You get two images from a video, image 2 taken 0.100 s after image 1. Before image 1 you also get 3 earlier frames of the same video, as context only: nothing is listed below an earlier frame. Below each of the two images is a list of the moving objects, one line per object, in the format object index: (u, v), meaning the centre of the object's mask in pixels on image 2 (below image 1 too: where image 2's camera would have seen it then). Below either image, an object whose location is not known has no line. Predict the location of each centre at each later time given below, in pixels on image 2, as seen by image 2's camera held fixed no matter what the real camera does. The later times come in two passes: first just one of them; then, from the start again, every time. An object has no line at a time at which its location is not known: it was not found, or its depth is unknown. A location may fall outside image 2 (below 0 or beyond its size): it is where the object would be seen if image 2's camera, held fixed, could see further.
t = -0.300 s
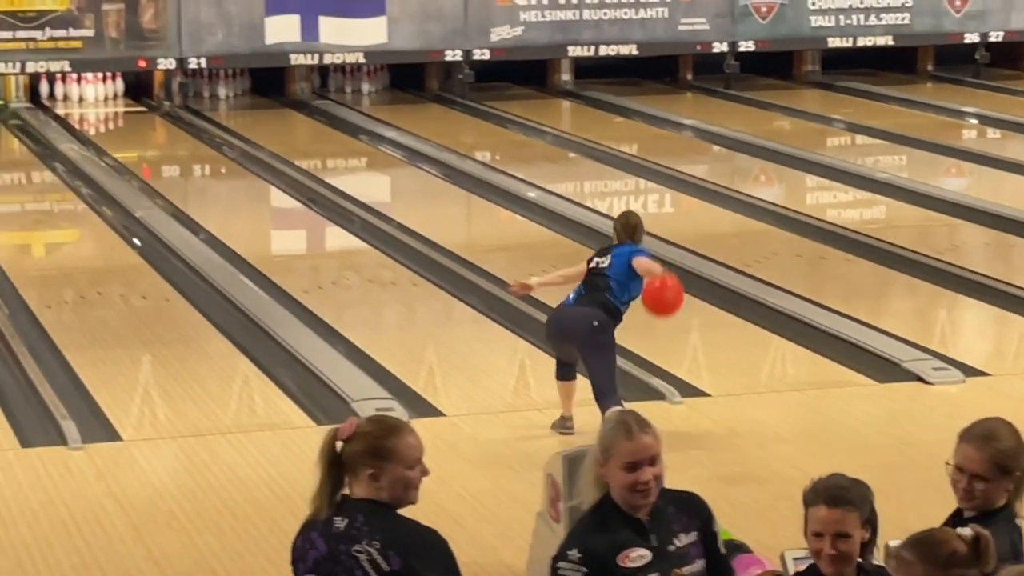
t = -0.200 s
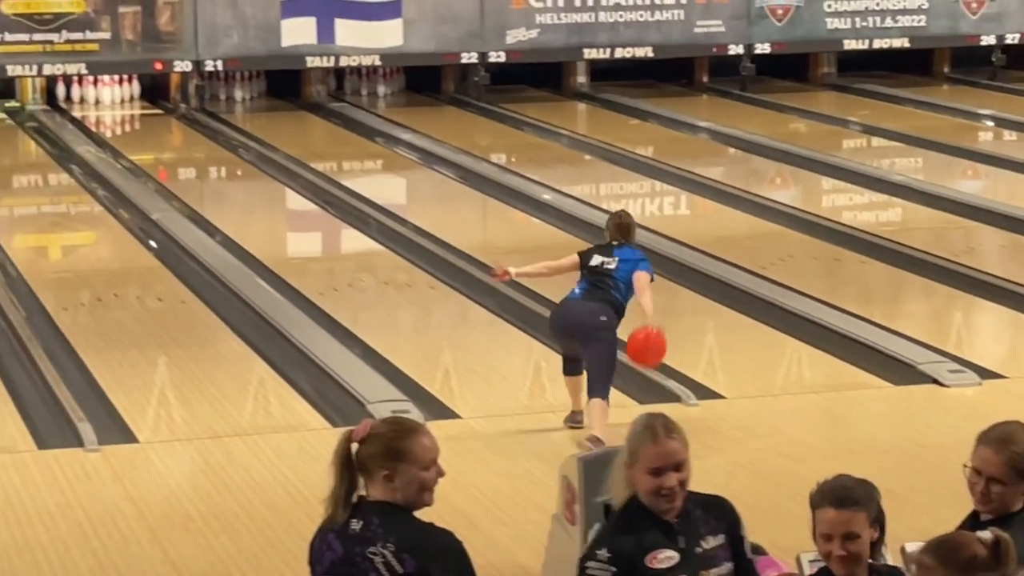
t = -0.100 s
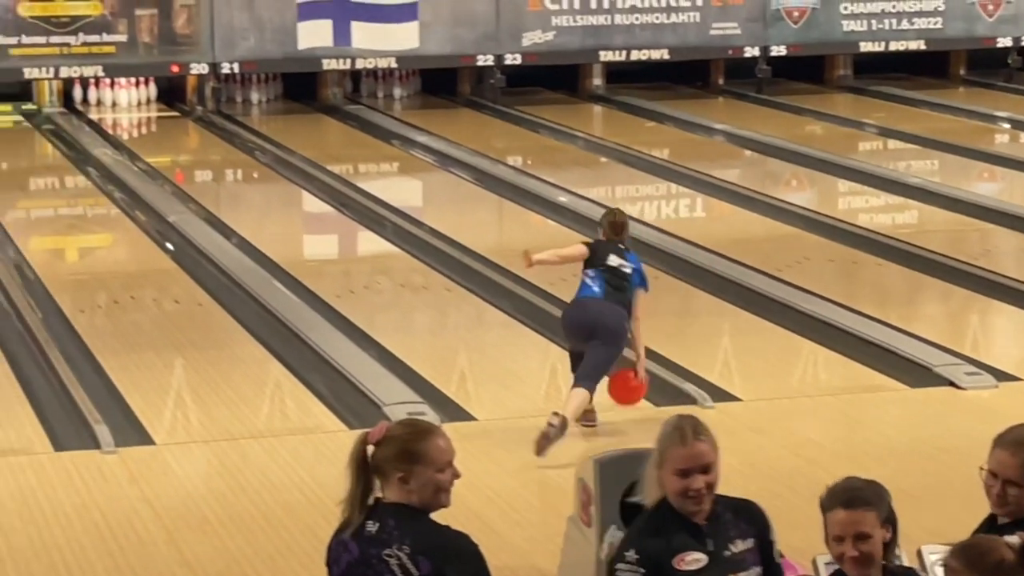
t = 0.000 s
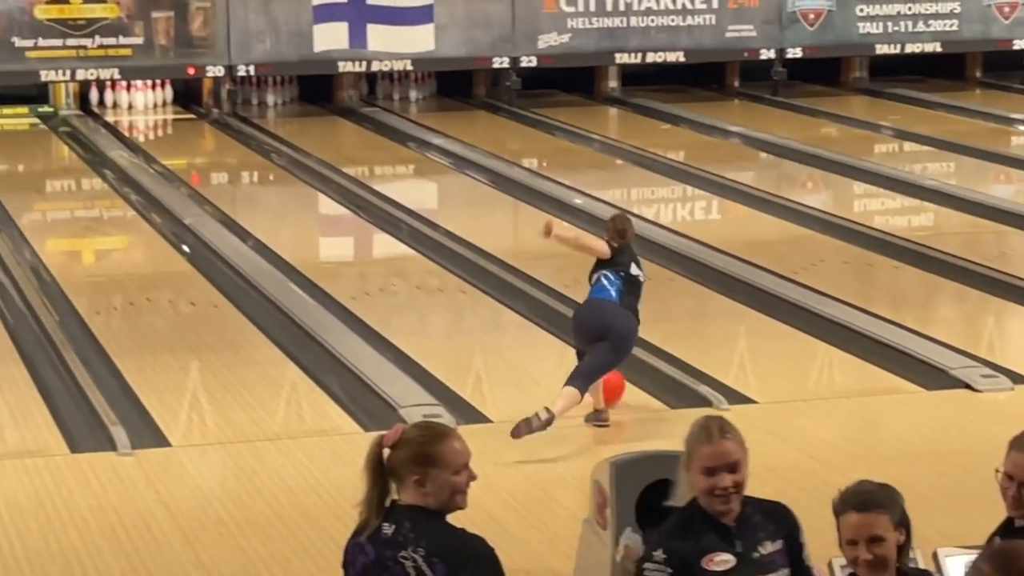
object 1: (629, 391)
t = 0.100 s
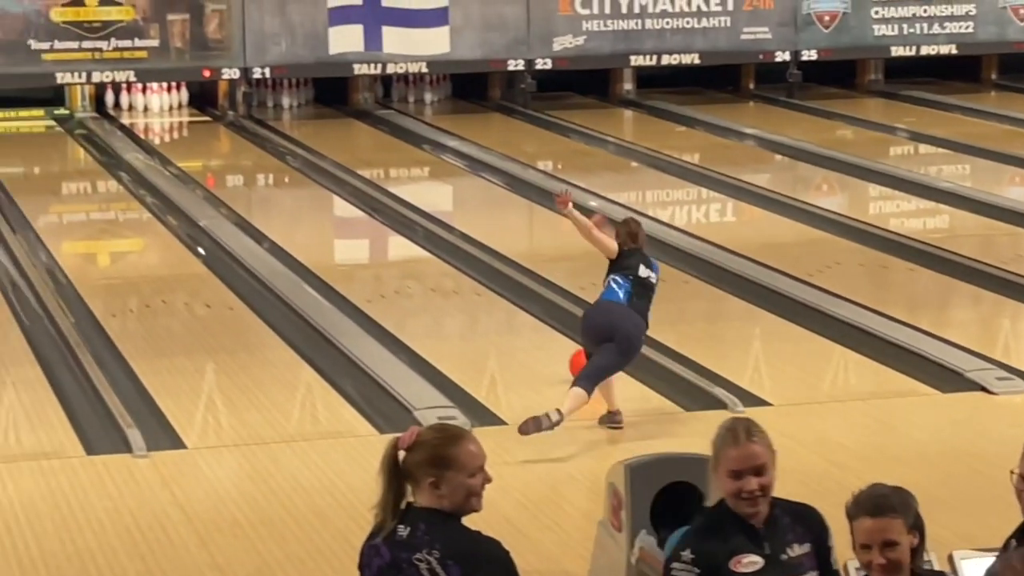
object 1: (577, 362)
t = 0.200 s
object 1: (554, 344)
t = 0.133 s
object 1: (571, 357)
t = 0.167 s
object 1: (564, 351)
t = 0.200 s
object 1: (554, 344)
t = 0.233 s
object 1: (545, 337)
